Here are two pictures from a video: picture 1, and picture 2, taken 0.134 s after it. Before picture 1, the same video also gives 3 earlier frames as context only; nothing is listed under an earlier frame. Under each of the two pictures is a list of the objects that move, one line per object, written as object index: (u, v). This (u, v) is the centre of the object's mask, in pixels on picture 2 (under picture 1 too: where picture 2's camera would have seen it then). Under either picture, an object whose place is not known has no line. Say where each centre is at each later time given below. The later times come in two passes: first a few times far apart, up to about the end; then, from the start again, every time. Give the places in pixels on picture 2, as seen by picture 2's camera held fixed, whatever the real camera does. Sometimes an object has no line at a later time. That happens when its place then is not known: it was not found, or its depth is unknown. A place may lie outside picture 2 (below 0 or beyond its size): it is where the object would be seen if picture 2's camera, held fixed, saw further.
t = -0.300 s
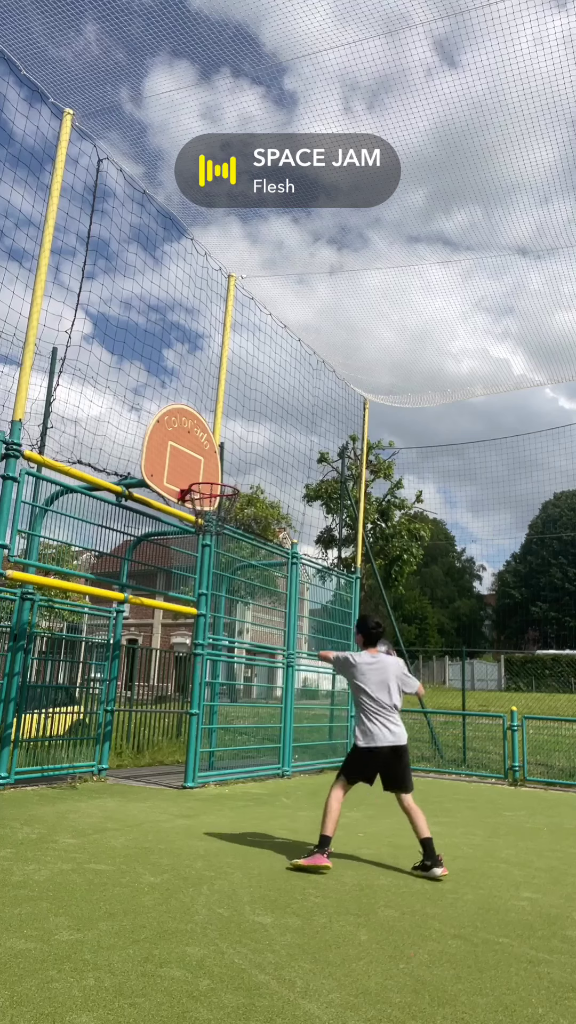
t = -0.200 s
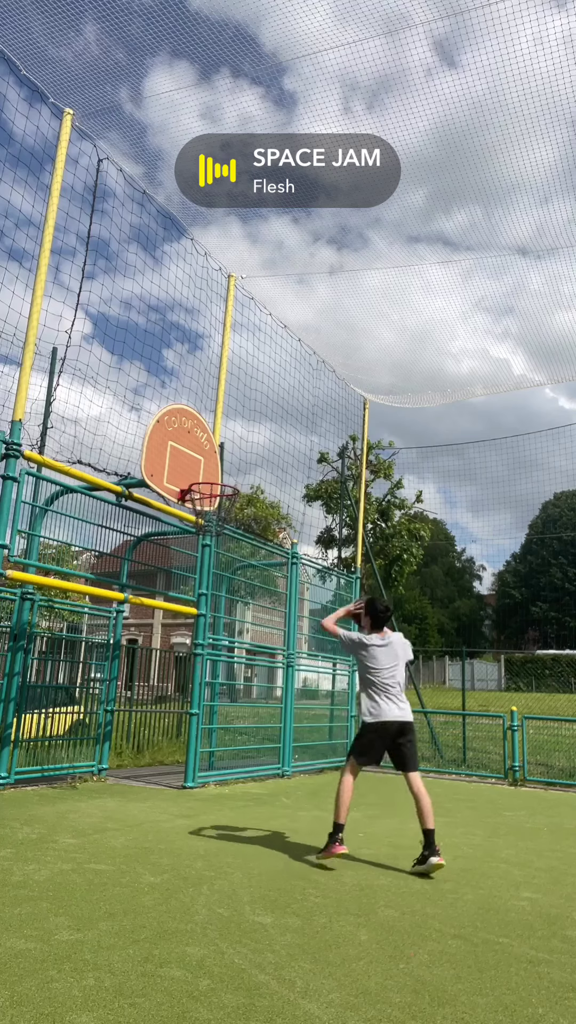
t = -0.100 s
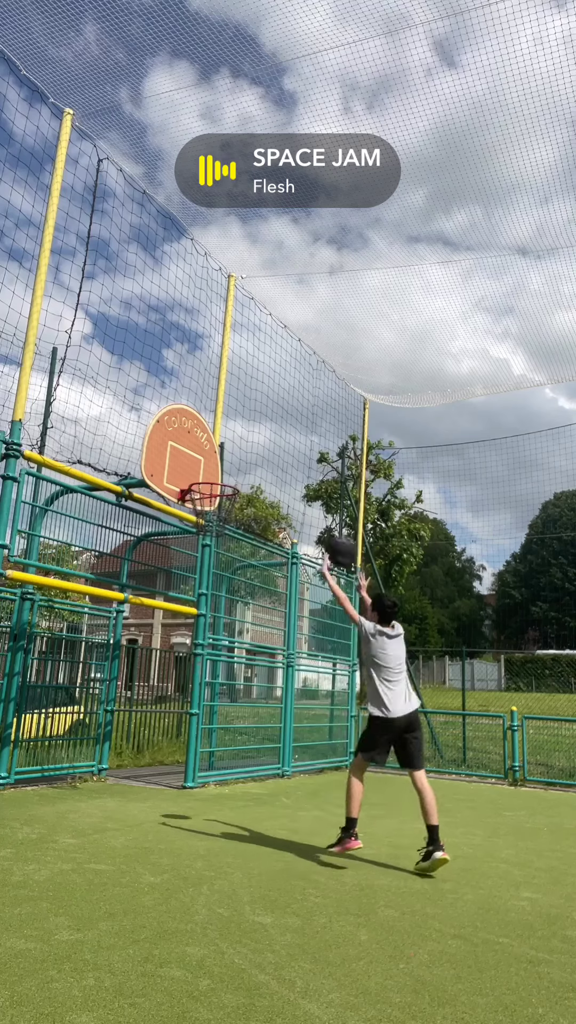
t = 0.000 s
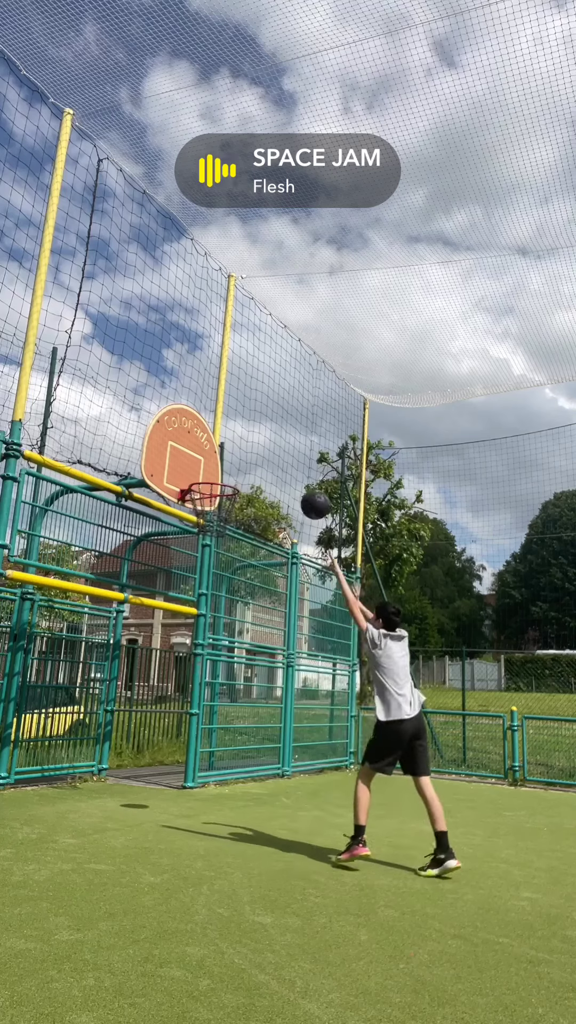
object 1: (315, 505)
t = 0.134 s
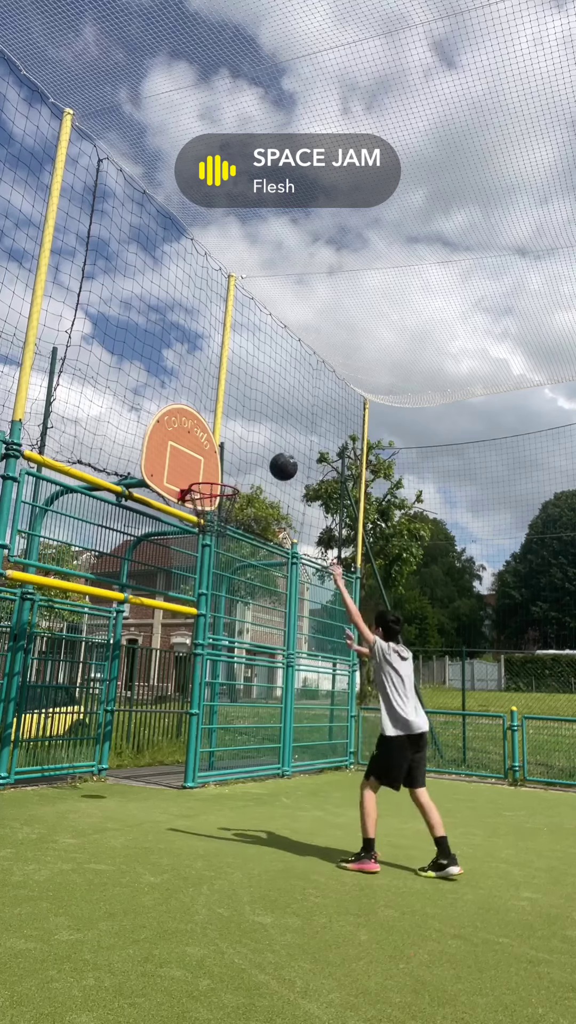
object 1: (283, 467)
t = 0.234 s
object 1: (261, 453)
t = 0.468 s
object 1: (212, 464)
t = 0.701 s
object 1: (220, 460)
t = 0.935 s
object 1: (250, 472)
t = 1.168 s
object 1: (277, 534)
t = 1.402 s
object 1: (301, 648)
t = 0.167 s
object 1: (276, 461)
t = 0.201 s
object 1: (268, 456)
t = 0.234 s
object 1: (261, 453)
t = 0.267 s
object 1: (254, 452)
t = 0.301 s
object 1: (247, 451)
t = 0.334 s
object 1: (240, 451)
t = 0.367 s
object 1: (233, 453)
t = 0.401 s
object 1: (226, 455)
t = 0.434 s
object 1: (219, 459)
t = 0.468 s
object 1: (212, 464)
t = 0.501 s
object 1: (206, 470)
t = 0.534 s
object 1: (199, 476)
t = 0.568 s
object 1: (200, 475)
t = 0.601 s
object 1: (205, 470)
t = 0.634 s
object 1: (210, 465)
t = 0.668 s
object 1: (215, 462)
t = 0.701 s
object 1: (220, 460)
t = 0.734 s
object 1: (224, 458)
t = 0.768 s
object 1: (229, 458)
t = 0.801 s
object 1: (233, 459)
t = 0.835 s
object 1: (237, 460)
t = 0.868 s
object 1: (242, 463)
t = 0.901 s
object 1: (246, 467)
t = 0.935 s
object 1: (250, 472)
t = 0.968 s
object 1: (254, 477)
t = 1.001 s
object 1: (258, 484)
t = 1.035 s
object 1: (262, 492)
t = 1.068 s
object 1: (265, 501)
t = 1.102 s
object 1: (270, 511)
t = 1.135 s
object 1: (273, 523)
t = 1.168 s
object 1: (277, 534)
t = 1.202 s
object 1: (280, 547)
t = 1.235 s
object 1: (284, 561)
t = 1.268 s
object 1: (287, 576)
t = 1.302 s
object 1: (291, 592)
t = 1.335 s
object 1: (294, 609)
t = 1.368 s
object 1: (298, 628)
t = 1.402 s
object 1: (301, 648)
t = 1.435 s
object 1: (304, 669)
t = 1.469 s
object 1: (307, 691)
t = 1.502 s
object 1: (311, 714)
